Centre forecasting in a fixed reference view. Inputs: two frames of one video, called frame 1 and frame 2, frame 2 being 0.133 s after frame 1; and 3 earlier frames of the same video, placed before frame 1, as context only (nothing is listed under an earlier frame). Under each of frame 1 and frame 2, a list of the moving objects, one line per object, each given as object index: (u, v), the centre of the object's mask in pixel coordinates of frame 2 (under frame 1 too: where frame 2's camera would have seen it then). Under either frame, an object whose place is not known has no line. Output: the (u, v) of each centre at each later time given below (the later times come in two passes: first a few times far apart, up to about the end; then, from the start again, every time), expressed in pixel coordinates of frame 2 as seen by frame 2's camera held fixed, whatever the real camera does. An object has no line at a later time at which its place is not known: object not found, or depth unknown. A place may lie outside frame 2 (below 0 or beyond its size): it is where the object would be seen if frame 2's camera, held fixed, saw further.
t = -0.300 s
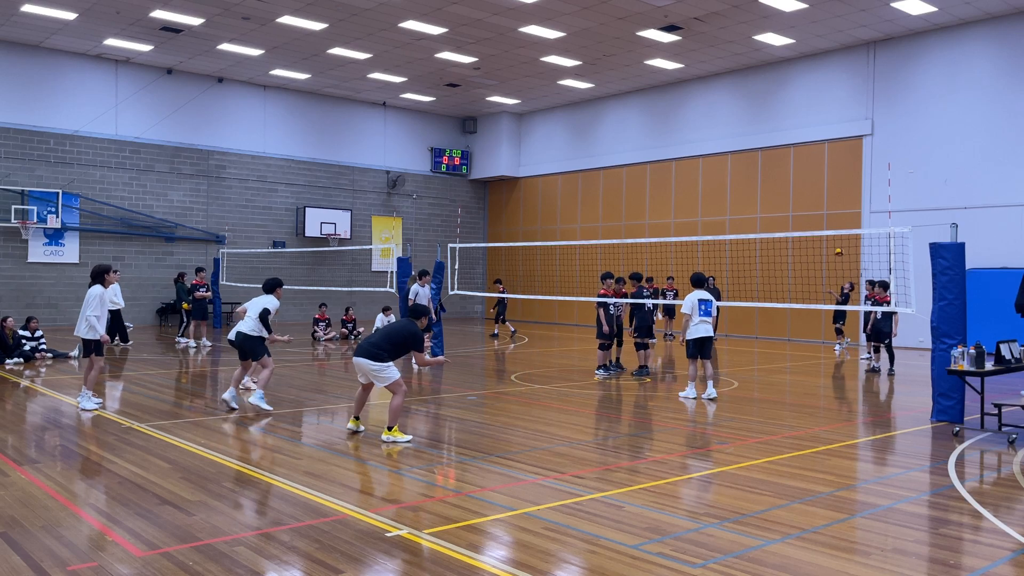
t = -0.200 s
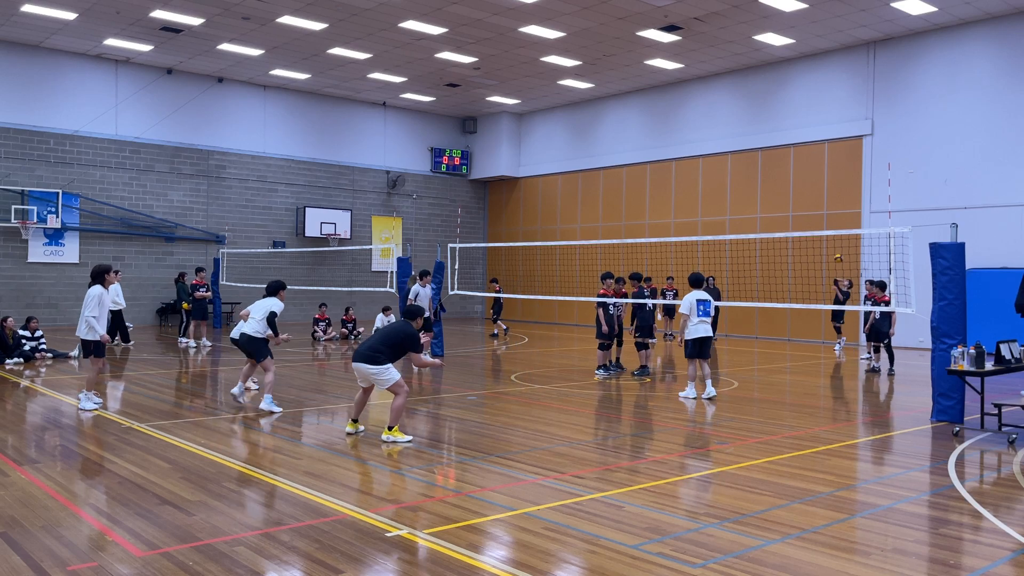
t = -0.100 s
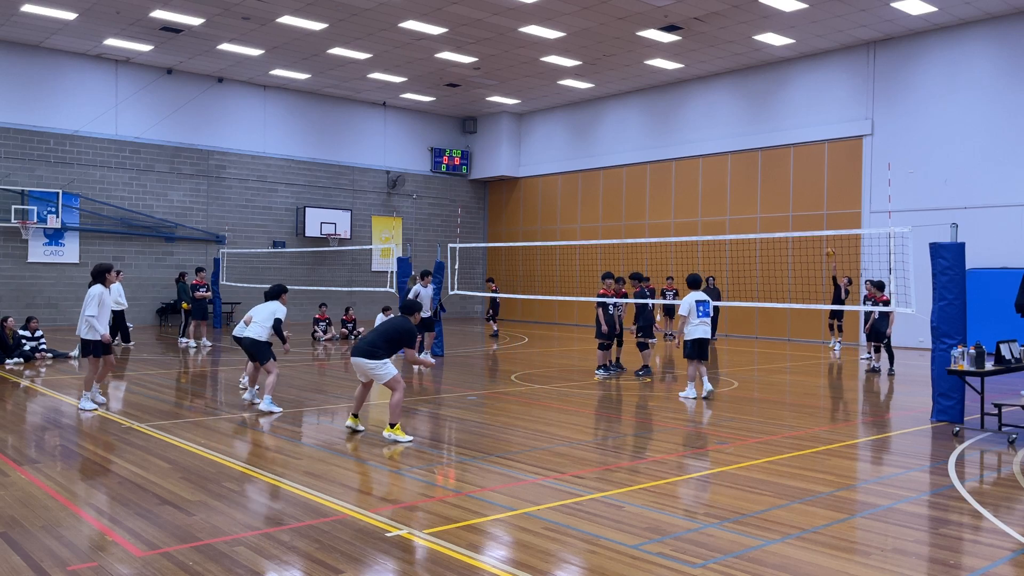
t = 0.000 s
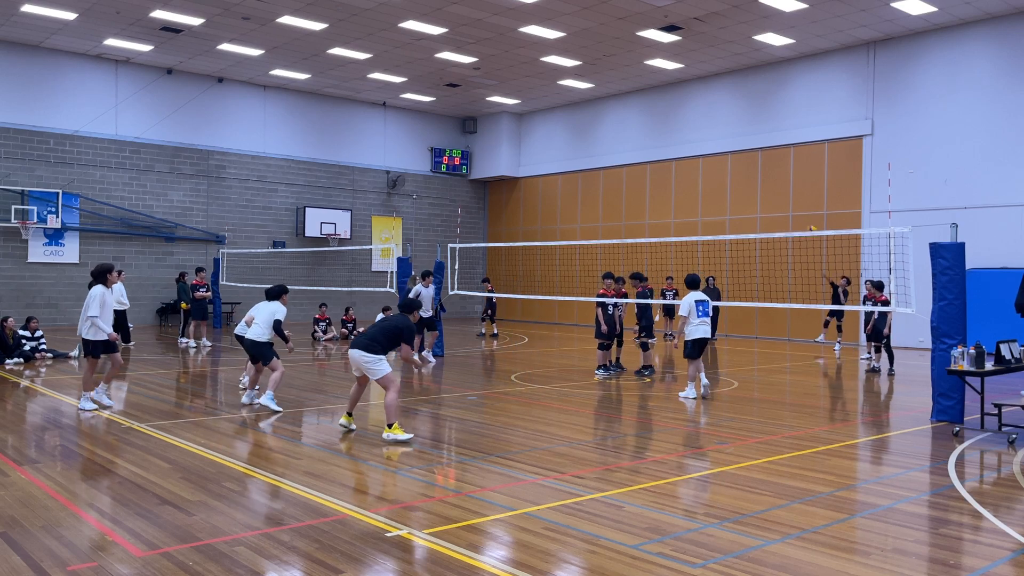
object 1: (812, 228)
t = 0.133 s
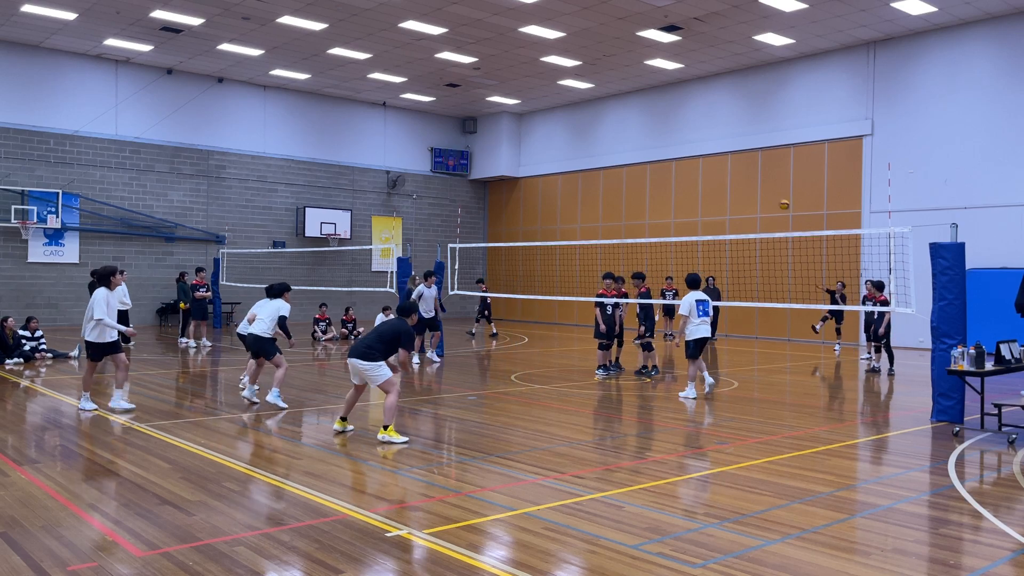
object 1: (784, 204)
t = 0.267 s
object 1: (754, 188)
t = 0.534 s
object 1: (694, 178)
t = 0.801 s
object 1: (624, 203)
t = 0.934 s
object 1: (585, 231)
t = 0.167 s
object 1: (777, 199)
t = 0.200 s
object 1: (769, 195)
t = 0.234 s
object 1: (762, 191)
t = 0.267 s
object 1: (754, 188)
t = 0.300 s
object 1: (747, 185)
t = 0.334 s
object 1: (740, 182)
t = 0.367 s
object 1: (733, 180)
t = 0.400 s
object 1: (725, 179)
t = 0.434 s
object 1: (717, 178)
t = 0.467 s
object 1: (709, 178)
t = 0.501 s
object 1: (702, 178)
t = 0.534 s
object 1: (694, 178)
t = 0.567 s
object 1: (686, 179)
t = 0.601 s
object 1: (678, 180)
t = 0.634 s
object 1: (669, 182)
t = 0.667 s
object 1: (660, 185)
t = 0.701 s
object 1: (652, 188)
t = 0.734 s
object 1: (643, 192)
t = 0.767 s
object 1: (633, 197)
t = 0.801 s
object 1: (624, 203)
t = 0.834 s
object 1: (614, 209)
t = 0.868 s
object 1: (605, 215)
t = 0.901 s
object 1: (595, 223)
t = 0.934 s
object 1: (585, 231)
